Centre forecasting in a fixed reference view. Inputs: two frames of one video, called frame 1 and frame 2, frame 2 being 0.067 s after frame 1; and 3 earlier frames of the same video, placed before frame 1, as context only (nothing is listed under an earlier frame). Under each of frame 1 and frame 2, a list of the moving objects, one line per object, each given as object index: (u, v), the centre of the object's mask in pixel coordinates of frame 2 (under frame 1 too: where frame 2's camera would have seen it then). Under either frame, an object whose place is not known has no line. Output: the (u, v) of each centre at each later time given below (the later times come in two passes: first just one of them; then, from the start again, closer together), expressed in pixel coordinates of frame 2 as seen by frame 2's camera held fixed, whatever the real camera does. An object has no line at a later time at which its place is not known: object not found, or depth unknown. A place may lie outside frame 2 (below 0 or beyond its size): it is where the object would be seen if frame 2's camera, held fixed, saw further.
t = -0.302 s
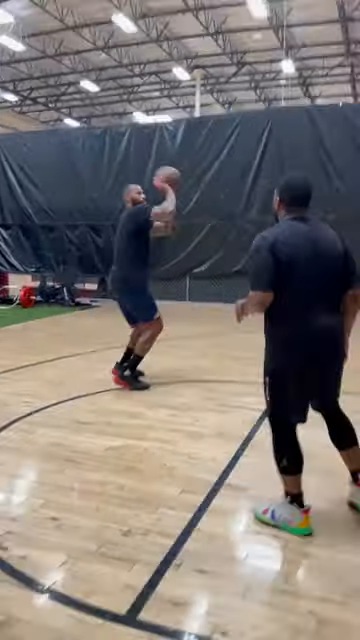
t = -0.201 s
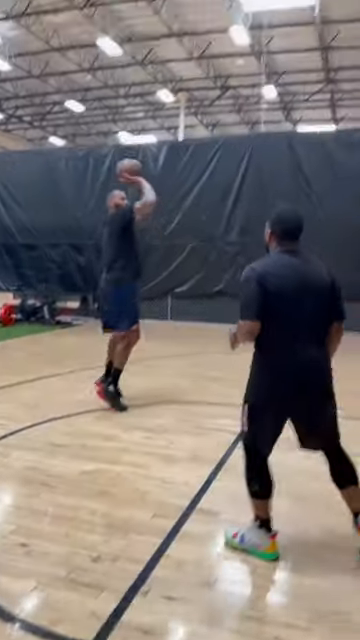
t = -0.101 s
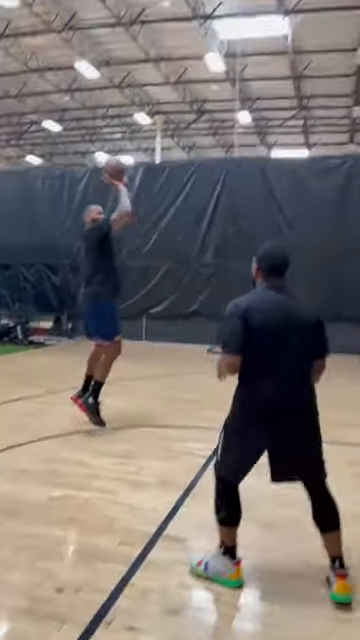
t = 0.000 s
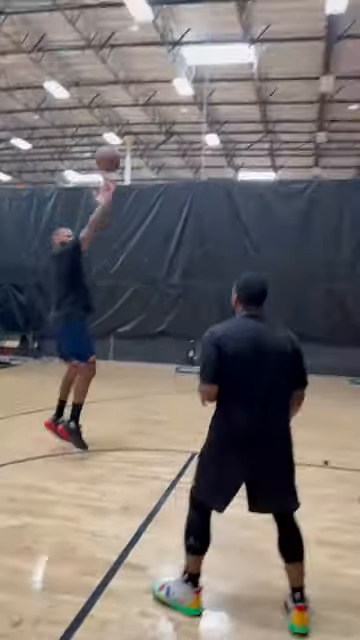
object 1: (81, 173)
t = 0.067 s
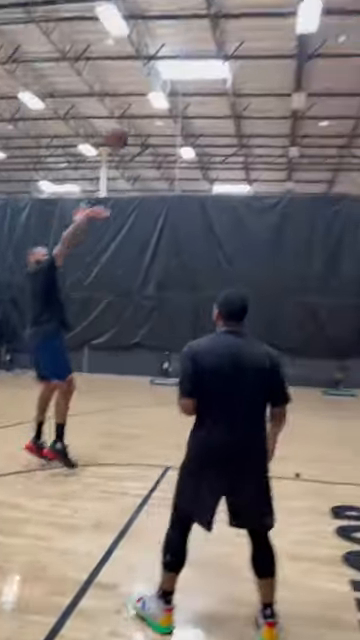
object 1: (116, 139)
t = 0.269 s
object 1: (227, 52)
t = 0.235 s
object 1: (207, 64)
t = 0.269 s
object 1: (227, 52)
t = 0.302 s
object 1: (248, 42)
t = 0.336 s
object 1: (268, 30)
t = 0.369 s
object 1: (287, 21)
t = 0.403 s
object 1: (310, 13)
